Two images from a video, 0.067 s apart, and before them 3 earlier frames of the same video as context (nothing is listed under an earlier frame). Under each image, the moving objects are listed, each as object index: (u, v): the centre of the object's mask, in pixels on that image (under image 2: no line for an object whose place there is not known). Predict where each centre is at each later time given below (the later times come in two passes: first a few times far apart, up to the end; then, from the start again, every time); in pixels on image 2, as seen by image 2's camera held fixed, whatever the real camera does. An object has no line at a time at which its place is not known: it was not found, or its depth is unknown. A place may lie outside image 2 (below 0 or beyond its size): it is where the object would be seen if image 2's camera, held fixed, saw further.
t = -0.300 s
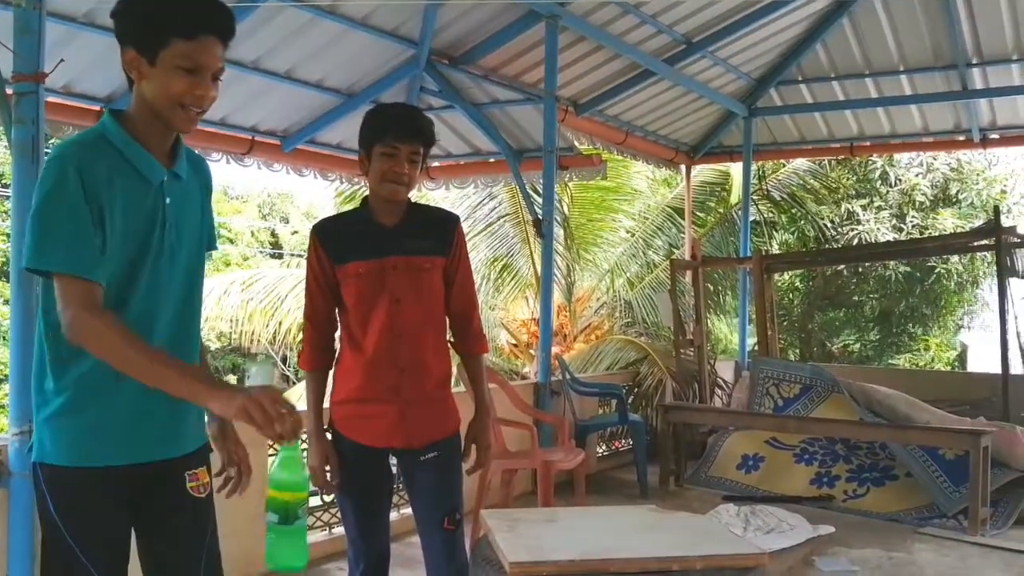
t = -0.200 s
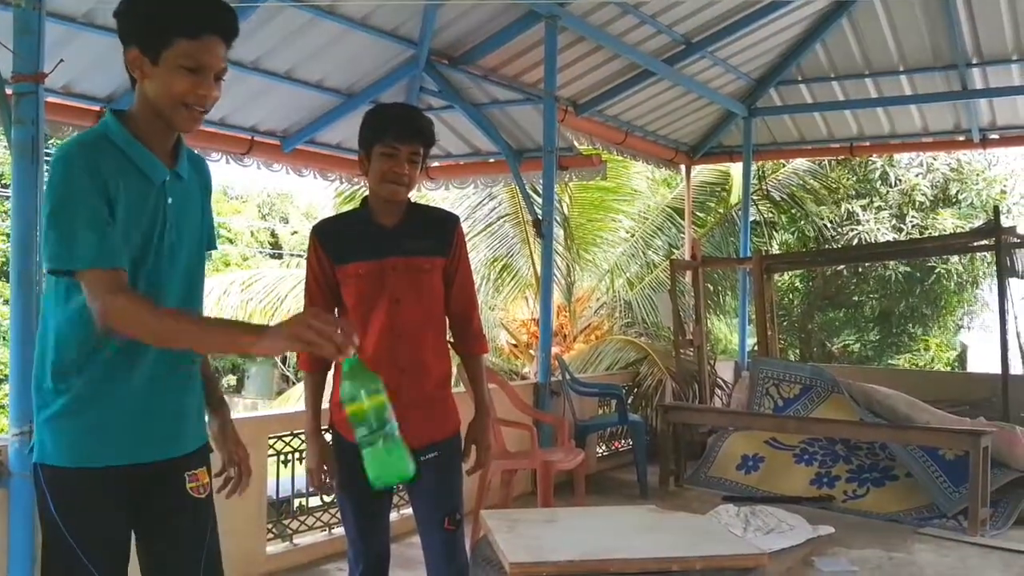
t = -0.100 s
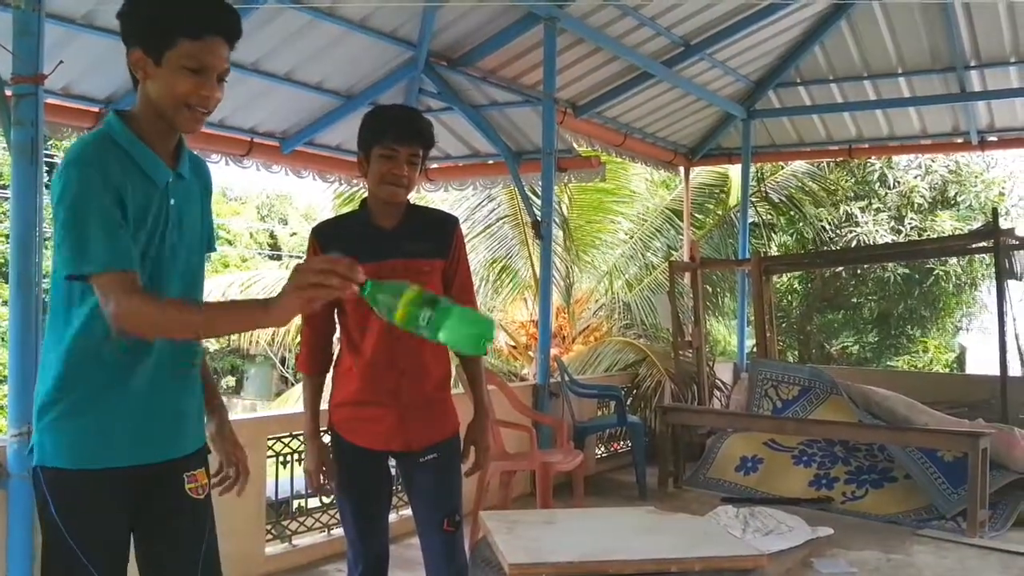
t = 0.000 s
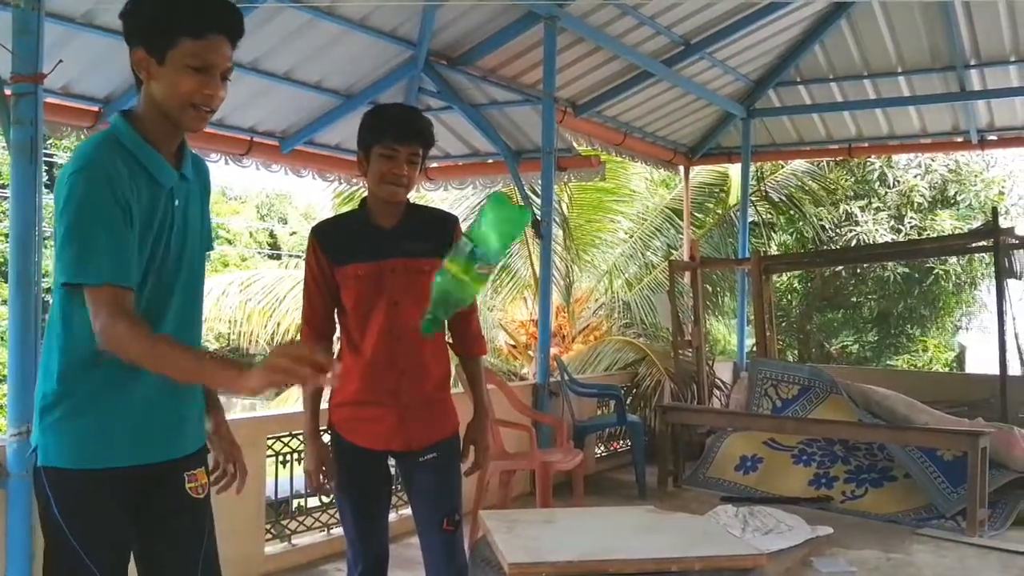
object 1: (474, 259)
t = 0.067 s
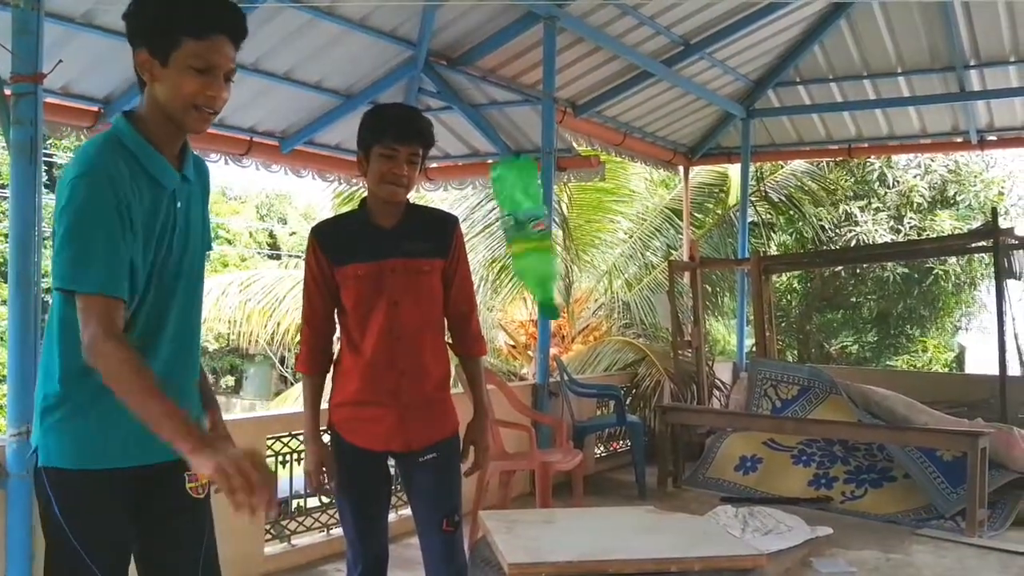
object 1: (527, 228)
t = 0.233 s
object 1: (610, 246)
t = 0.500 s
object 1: (712, 531)
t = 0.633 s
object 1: (723, 551)
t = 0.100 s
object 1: (552, 218)
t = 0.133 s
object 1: (571, 210)
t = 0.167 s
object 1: (587, 210)
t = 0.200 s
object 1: (600, 222)
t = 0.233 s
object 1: (610, 246)
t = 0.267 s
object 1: (619, 285)
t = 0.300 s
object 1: (631, 333)
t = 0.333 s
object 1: (643, 393)
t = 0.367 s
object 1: (655, 464)
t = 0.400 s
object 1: (675, 474)
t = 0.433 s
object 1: (692, 490)
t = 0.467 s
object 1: (702, 514)
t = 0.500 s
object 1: (712, 531)
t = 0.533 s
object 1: (716, 534)
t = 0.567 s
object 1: (710, 538)
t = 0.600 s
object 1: (713, 543)
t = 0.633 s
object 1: (723, 551)
